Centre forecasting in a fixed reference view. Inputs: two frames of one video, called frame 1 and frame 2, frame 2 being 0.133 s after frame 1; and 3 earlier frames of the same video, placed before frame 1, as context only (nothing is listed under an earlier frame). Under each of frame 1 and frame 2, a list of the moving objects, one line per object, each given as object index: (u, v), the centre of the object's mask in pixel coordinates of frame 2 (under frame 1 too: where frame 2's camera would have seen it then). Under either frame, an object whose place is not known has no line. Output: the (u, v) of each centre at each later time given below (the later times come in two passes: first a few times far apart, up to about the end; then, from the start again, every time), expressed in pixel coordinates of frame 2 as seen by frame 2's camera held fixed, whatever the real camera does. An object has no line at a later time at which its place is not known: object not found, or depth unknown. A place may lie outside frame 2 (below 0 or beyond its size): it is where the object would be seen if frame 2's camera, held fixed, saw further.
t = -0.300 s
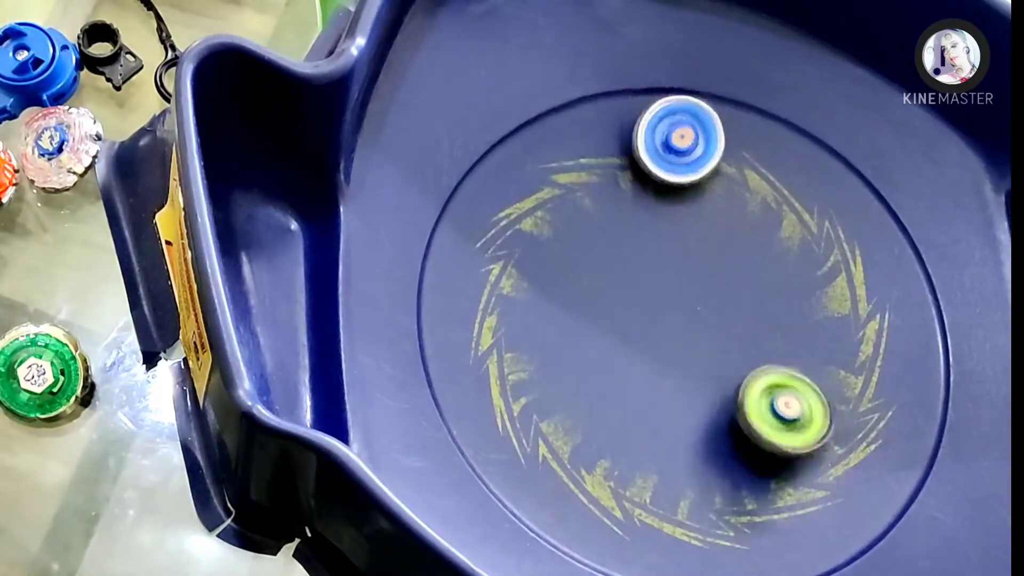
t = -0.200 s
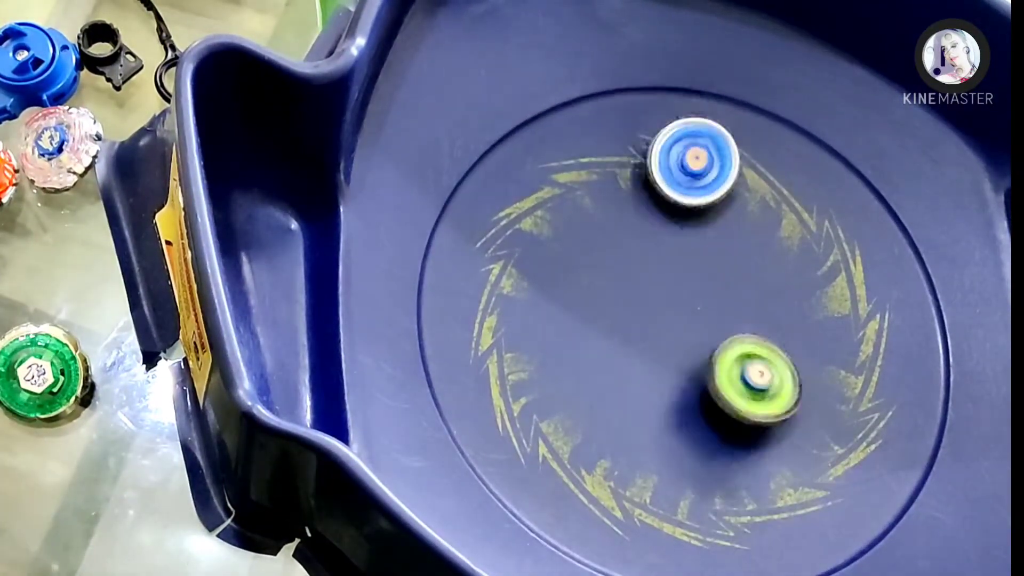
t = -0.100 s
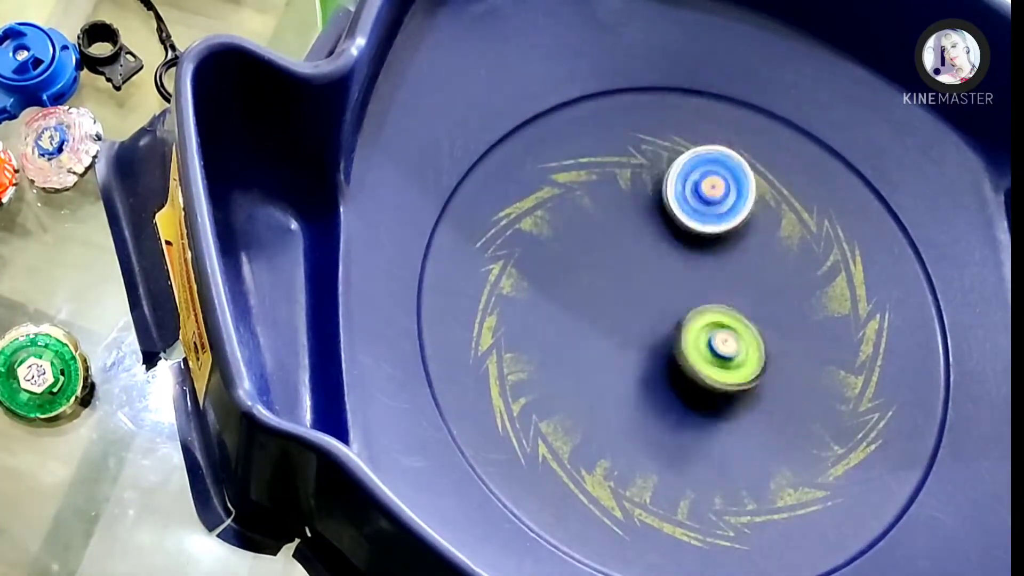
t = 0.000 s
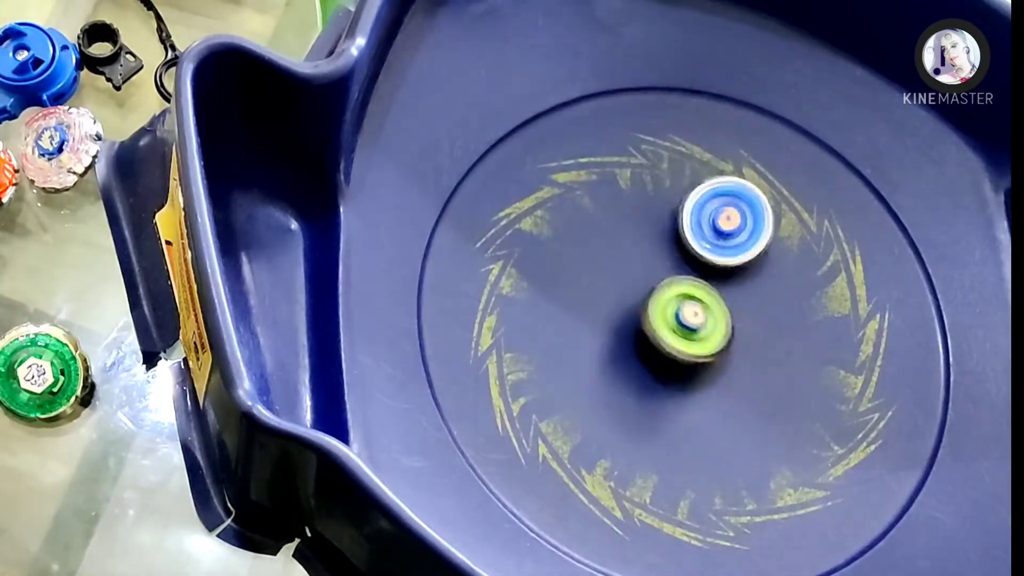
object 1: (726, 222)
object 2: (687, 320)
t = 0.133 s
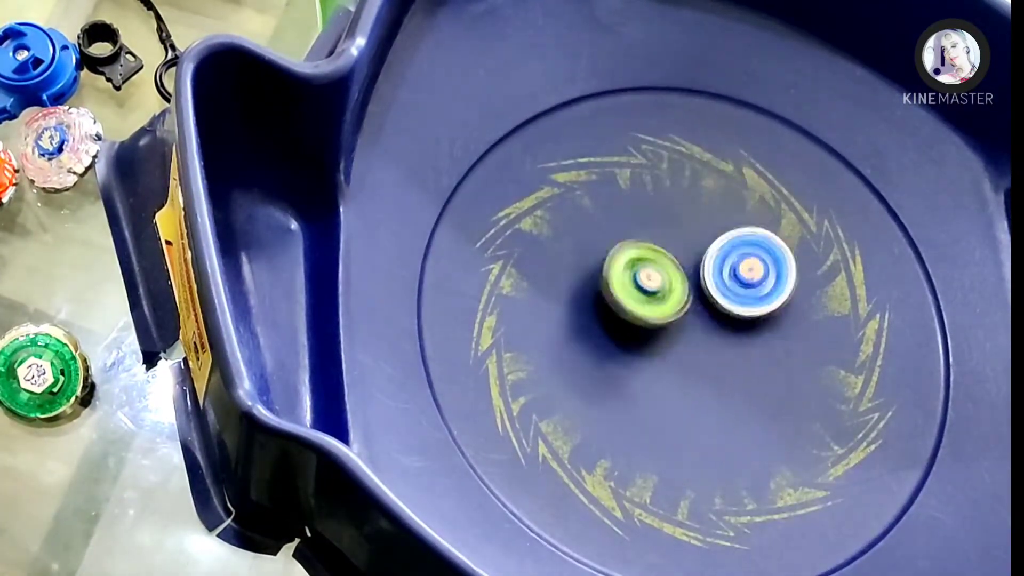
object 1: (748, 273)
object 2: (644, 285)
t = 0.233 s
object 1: (768, 314)
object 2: (616, 262)
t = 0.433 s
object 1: (807, 389)
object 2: (567, 228)
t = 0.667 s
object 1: (846, 459)
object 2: (549, 242)
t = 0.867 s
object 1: (860, 496)
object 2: (598, 279)
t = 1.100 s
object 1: (855, 520)
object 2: (687, 313)
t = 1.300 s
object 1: (825, 512)
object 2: (765, 334)
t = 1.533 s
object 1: (761, 465)
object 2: (836, 349)
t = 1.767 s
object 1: (689, 396)
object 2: (867, 348)
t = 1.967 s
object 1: (630, 329)
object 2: (831, 345)
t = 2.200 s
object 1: (577, 259)
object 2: (754, 355)
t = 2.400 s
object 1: (549, 212)
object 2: (686, 368)
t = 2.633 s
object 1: (538, 179)
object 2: (620, 376)
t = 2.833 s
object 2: (589, 379)
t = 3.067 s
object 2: (599, 355)
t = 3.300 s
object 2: (631, 307)
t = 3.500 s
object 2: (647, 344)
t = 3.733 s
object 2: (699, 375)
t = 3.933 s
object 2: (675, 405)
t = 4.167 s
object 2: (680, 405)
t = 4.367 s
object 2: (682, 368)
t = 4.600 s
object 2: (671, 309)
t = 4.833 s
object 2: (654, 259)
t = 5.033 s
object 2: (637, 244)
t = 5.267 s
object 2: (655, 264)
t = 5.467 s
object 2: (696, 259)
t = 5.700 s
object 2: (740, 272)
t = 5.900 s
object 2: (769, 297)
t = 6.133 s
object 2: (788, 333)
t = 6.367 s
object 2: (786, 367)
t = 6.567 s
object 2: (769, 389)
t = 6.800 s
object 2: (730, 391)
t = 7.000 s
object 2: (692, 381)
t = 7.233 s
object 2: (649, 352)
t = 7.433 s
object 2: (624, 322)
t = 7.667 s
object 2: (611, 293)
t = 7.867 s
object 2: (624, 277)
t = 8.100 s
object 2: (661, 272)
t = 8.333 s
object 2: (706, 279)
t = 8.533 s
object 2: (743, 293)
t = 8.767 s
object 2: (774, 316)
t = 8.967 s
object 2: (785, 340)
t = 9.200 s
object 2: (777, 365)
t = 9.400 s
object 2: (752, 376)
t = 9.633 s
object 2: (712, 376)
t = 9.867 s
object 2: (670, 363)
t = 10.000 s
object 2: (650, 353)
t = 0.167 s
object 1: (755, 287)
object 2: (636, 277)
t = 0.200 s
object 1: (761, 301)
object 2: (626, 268)
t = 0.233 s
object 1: (768, 314)
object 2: (616, 262)
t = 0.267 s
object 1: (775, 327)
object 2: (608, 256)
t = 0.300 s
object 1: (781, 340)
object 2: (600, 247)
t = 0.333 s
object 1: (788, 354)
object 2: (590, 241)
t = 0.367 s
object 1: (794, 366)
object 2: (582, 237)
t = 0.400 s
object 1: (801, 377)
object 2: (574, 231)
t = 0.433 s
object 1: (807, 389)
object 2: (567, 228)
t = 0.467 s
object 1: (813, 400)
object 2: (561, 226)
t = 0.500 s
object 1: (820, 412)
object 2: (555, 224)
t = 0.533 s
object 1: (825, 422)
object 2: (549, 225)
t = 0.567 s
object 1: (831, 432)
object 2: (547, 227)
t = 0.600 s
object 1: (837, 442)
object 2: (545, 229)
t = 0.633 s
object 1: (841, 451)
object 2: (544, 235)
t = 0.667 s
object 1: (846, 459)
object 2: (549, 242)
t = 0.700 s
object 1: (849, 467)
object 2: (553, 246)
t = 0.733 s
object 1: (853, 473)
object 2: (560, 254)
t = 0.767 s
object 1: (855, 480)
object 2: (567, 261)
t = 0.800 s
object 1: (857, 486)
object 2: (577, 266)
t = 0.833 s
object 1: (859, 491)
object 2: (586, 273)
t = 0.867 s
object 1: (860, 496)
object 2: (598, 279)
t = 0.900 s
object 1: (861, 501)
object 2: (610, 283)
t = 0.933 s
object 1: (861, 505)
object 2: (621, 289)
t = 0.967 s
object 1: (861, 509)
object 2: (635, 295)
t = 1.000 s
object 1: (861, 512)
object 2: (647, 300)
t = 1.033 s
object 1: (859, 515)
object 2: (660, 306)
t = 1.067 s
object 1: (857, 518)
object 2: (674, 311)
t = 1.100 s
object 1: (855, 520)
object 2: (687, 313)
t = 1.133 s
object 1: (851, 521)
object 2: (700, 318)
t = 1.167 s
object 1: (847, 520)
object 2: (715, 322)
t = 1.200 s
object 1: (842, 519)
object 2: (727, 325)
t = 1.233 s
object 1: (836, 517)
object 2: (739, 330)
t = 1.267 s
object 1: (831, 515)
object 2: (753, 331)
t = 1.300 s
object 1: (825, 512)
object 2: (765, 334)
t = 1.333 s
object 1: (816, 507)
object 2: (776, 338)
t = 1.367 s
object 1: (809, 502)
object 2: (788, 340)
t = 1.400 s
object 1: (800, 497)
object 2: (798, 343)
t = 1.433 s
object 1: (791, 489)
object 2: (811, 346)
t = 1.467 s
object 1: (782, 482)
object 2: (821, 347)
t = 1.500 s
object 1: (771, 474)
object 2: (831, 349)
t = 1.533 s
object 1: (761, 465)
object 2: (836, 349)
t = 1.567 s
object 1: (751, 458)
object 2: (844, 351)
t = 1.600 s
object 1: (741, 448)
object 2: (852, 352)
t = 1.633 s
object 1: (731, 439)
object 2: (859, 351)
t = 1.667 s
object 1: (721, 429)
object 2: (863, 351)
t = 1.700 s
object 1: (710, 418)
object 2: (866, 351)
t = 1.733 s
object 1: (700, 407)
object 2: (868, 348)
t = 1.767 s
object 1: (689, 396)
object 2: (867, 348)
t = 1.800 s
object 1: (679, 384)
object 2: (865, 348)
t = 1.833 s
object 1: (669, 373)
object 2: (861, 345)
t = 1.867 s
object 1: (659, 362)
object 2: (856, 345)
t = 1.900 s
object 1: (649, 351)
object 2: (849, 344)
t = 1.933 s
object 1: (639, 340)
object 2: (840, 344)
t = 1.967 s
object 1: (630, 329)
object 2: (831, 345)
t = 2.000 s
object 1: (621, 318)
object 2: (822, 346)
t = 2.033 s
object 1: (613, 308)
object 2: (810, 346)
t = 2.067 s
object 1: (605, 298)
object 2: (800, 348)
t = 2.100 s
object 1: (597, 288)
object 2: (788, 349)
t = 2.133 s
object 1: (590, 278)
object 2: (777, 352)
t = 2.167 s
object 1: (583, 268)
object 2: (767, 354)
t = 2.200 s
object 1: (577, 259)
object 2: (754, 355)
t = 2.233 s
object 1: (571, 250)
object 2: (742, 358)
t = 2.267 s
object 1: (565, 241)
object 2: (731, 359)
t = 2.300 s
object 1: (561, 233)
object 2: (719, 362)
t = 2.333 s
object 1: (556, 225)
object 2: (710, 365)
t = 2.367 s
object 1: (553, 219)
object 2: (698, 365)
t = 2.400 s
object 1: (549, 212)
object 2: (686, 368)
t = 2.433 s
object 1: (546, 206)
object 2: (677, 369)
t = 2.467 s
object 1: (544, 201)
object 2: (665, 371)
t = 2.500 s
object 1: (542, 196)
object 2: (657, 373)
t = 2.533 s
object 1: (540, 191)
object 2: (647, 372)
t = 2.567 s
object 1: (539, 187)
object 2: (637, 374)
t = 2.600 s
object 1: (539, 183)
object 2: (630, 375)
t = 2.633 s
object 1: (538, 179)
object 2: (620, 376)
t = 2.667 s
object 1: (538, 175)
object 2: (614, 378)
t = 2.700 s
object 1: (539, 172)
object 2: (607, 377)
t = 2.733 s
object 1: (541, 169)
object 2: (600, 378)
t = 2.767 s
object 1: (543, 167)
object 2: (596, 378)
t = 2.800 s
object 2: (591, 378)
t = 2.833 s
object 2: (589, 379)
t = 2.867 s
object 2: (588, 376)
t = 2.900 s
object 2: (587, 376)
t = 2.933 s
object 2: (589, 373)
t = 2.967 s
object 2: (589, 370)
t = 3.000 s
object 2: (593, 366)
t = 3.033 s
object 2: (595, 359)
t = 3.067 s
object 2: (599, 355)
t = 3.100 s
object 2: (603, 348)
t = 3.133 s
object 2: (606, 343)
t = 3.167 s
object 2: (612, 336)
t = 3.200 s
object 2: (617, 328)
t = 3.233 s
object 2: (622, 322)
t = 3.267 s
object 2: (625, 314)
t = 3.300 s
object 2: (631, 307)
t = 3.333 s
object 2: (634, 304)
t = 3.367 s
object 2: (631, 315)
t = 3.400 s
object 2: (634, 322)
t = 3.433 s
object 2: (637, 331)
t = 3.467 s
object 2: (642, 337)
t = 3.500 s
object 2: (647, 344)
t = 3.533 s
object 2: (654, 351)
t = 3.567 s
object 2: (661, 357)
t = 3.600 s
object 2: (670, 363)
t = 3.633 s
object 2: (676, 365)
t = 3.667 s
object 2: (685, 371)
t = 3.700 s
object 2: (694, 371)
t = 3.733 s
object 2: (699, 375)
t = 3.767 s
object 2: (687, 378)
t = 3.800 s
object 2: (683, 385)
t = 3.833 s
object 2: (679, 389)
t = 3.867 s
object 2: (677, 397)
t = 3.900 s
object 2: (675, 399)
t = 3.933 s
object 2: (675, 405)
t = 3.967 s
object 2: (674, 407)
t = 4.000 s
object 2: (675, 410)
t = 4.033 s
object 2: (675, 411)
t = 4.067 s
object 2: (676, 413)
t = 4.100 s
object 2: (677, 411)
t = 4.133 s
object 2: (679, 409)
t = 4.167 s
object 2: (680, 405)
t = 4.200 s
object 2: (683, 401)
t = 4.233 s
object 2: (682, 395)
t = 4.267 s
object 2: (683, 388)
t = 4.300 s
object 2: (682, 382)
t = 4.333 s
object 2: (683, 374)
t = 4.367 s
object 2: (682, 368)
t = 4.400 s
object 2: (682, 357)
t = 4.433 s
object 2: (680, 350)
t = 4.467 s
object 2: (677, 341)
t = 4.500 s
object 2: (678, 334)
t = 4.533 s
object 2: (675, 324)
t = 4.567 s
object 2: (674, 317)
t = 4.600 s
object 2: (671, 309)
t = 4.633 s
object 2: (670, 300)
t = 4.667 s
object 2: (667, 293)
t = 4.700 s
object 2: (665, 285)
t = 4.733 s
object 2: (662, 279)
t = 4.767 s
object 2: (660, 270)
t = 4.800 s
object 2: (657, 266)
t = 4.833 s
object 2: (654, 259)
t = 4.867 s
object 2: (652, 255)
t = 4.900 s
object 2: (647, 249)
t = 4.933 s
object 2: (645, 245)
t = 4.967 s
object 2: (641, 244)
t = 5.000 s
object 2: (640, 243)
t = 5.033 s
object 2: (637, 244)
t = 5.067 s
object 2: (637, 245)
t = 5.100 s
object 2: (636, 249)
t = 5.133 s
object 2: (638, 252)
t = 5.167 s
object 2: (640, 257)
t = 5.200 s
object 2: (643, 263)
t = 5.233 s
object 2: (650, 265)
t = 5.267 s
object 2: (655, 264)
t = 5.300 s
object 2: (662, 262)
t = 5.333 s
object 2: (670, 262)
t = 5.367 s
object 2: (676, 260)
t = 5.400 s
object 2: (682, 260)
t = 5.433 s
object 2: (689, 260)
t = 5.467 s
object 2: (696, 259)
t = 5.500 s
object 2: (702, 261)
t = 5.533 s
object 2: (709, 261)
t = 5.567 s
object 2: (716, 264)
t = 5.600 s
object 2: (722, 265)
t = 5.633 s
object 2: (728, 267)
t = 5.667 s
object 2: (734, 271)
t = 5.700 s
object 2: (740, 272)
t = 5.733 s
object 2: (745, 276)
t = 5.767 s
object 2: (750, 280)
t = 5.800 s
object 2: (756, 283)
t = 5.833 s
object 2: (760, 287)
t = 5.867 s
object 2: (765, 291)
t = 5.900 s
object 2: (769, 297)
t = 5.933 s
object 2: (773, 301)
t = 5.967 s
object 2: (776, 306)
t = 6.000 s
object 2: (779, 313)
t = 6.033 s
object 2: (782, 316)
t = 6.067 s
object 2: (784, 323)
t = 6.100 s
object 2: (786, 328)
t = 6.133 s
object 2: (788, 333)
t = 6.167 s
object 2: (788, 339)
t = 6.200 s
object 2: (789, 343)
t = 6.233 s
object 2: (790, 351)
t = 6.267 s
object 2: (788, 354)
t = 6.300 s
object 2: (790, 360)
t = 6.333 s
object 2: (787, 365)
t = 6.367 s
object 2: (786, 367)
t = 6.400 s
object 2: (785, 373)
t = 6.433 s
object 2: (781, 377)
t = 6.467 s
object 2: (780, 380)
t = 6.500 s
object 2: (776, 383)
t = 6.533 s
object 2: (773, 385)
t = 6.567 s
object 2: (769, 389)
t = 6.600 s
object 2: (764, 390)
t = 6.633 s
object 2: (760, 392)
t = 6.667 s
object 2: (754, 394)
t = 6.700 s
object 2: (749, 392)
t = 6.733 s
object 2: (744, 393)
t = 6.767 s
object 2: (736, 393)
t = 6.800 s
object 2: (730, 391)
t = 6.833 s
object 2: (724, 392)
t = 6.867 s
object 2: (716, 389)
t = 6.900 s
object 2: (711, 387)
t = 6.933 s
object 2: (704, 386)
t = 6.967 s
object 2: (697, 382)
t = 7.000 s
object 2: (692, 381)
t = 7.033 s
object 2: (683, 377)
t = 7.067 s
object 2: (677, 373)
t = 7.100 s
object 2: (672, 372)
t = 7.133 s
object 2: (666, 365)
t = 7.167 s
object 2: (660, 362)
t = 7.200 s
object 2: (655, 358)
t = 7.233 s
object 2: (649, 352)
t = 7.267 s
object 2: (645, 348)
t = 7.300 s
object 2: (639, 344)
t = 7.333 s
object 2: (636, 337)
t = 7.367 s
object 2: (631, 334)
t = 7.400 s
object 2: (627, 328)
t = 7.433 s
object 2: (624, 322)
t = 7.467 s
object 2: (620, 318)
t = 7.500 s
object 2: (617, 313)
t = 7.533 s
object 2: (616, 308)
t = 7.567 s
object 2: (613, 304)
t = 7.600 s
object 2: (612, 300)
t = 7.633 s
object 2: (612, 296)
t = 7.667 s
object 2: (611, 293)
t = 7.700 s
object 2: (612, 289)
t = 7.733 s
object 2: (615, 287)
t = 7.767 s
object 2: (615, 284)
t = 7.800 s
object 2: (619, 280)
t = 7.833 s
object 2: (622, 280)
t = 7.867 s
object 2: (624, 277)
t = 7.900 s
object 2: (628, 276)
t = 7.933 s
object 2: (633, 275)
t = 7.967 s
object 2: (637, 274)
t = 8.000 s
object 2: (643, 273)
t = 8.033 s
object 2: (650, 274)
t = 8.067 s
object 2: (655, 272)
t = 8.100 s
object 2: (661, 272)
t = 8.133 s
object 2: (668, 274)
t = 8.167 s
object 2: (674, 272)
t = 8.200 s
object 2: (680, 272)
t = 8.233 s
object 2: (686, 275)
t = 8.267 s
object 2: (693, 274)
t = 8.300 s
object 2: (699, 276)
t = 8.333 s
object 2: (706, 279)
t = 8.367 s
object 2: (712, 279)
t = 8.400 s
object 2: (719, 281)
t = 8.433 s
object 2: (725, 284)
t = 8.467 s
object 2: (731, 285)
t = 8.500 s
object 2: (737, 288)
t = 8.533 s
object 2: (743, 293)
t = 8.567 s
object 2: (748, 294)
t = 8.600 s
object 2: (753, 297)
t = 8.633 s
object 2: (758, 303)
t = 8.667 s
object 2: (762, 305)
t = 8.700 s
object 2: (767, 308)
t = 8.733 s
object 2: (770, 314)
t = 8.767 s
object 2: (774, 316)
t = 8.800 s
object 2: (777, 320)
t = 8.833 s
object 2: (780, 325)
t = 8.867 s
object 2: (781, 328)
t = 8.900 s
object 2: (784, 332)
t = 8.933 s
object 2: (785, 337)
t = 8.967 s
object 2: (785, 340)
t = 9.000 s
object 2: (786, 344)
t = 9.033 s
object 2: (786, 349)
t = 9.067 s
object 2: (784, 352)
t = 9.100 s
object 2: (783, 355)
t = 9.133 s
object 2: (782, 361)
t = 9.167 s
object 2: (779, 363)
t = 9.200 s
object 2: (777, 365)
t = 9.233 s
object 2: (775, 369)
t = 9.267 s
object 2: (770, 370)
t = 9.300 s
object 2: (765, 372)
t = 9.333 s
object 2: (764, 375)
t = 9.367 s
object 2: (758, 376)
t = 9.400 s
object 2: (752, 376)
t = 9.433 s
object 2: (748, 378)
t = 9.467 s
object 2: (742, 379)
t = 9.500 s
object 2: (735, 379)
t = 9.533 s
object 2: (731, 379)
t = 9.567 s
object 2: (724, 380)
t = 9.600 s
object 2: (717, 378)
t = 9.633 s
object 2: (712, 376)
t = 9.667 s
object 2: (706, 377)
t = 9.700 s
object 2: (699, 375)
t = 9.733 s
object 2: (693, 372)
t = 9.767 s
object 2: (688, 372)
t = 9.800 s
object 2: (681, 370)
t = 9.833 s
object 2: (674, 365)
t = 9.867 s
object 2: (670, 363)
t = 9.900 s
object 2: (664, 362)
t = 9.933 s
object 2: (658, 358)
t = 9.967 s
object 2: (653, 354)
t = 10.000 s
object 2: (650, 353)
